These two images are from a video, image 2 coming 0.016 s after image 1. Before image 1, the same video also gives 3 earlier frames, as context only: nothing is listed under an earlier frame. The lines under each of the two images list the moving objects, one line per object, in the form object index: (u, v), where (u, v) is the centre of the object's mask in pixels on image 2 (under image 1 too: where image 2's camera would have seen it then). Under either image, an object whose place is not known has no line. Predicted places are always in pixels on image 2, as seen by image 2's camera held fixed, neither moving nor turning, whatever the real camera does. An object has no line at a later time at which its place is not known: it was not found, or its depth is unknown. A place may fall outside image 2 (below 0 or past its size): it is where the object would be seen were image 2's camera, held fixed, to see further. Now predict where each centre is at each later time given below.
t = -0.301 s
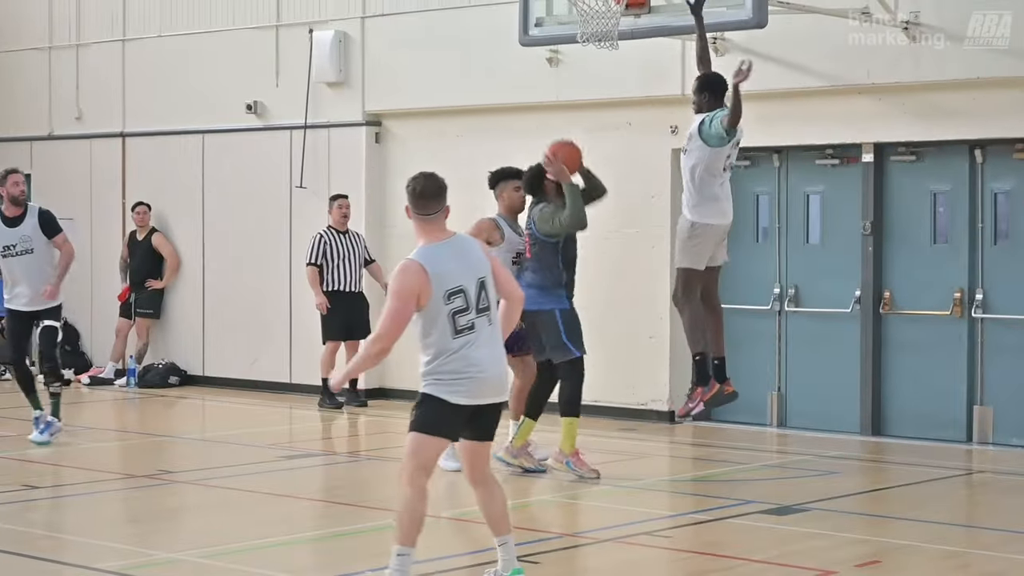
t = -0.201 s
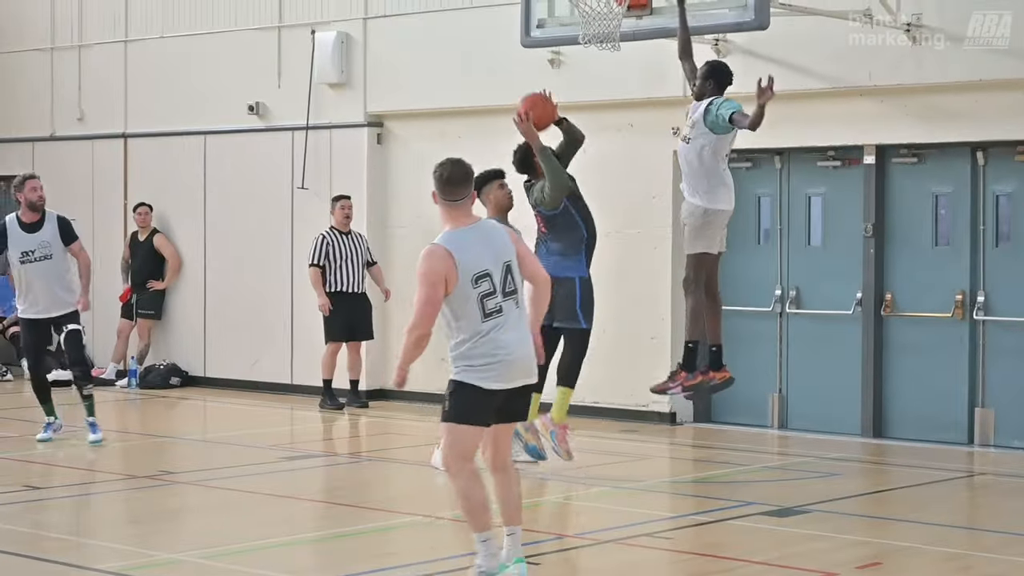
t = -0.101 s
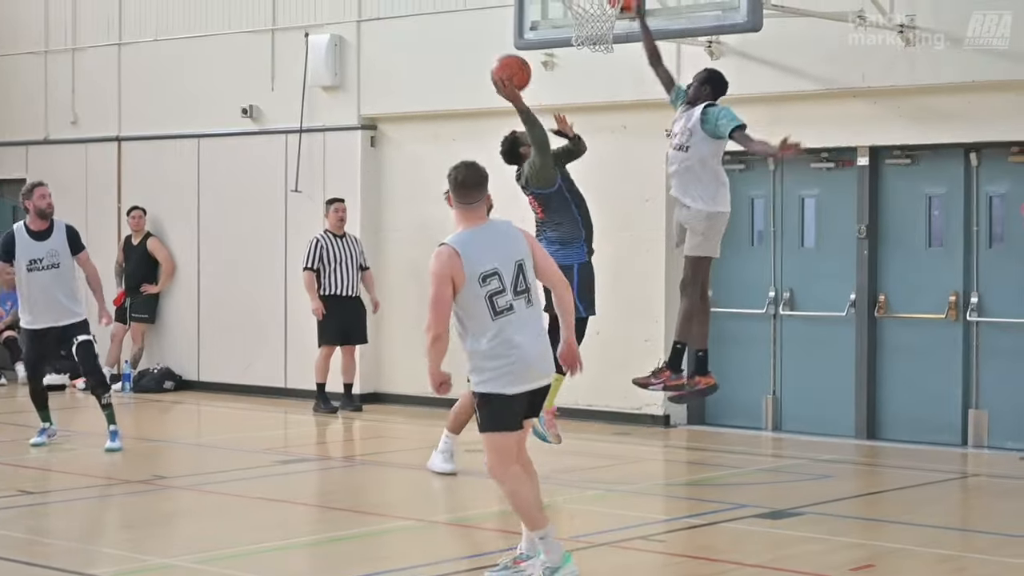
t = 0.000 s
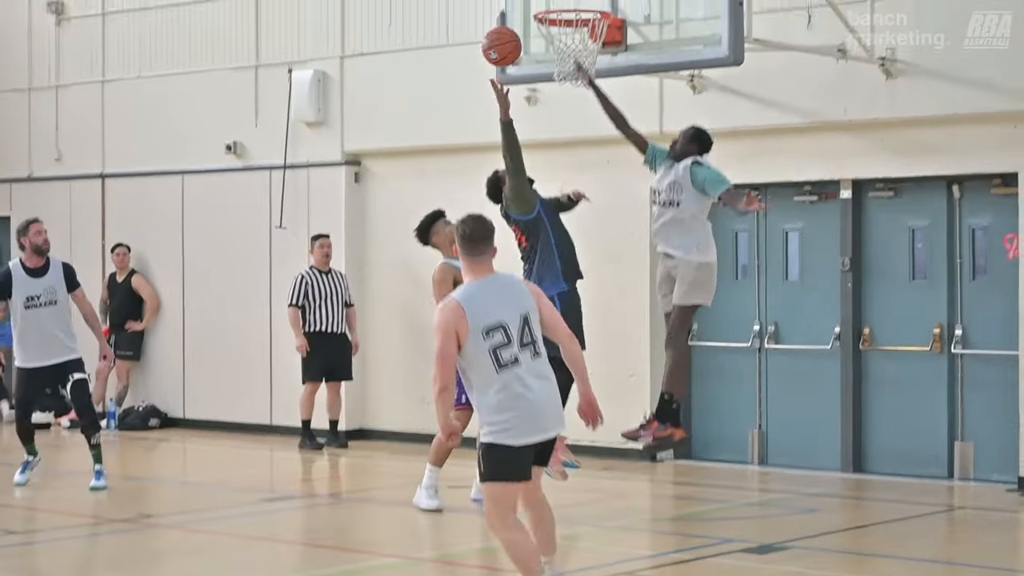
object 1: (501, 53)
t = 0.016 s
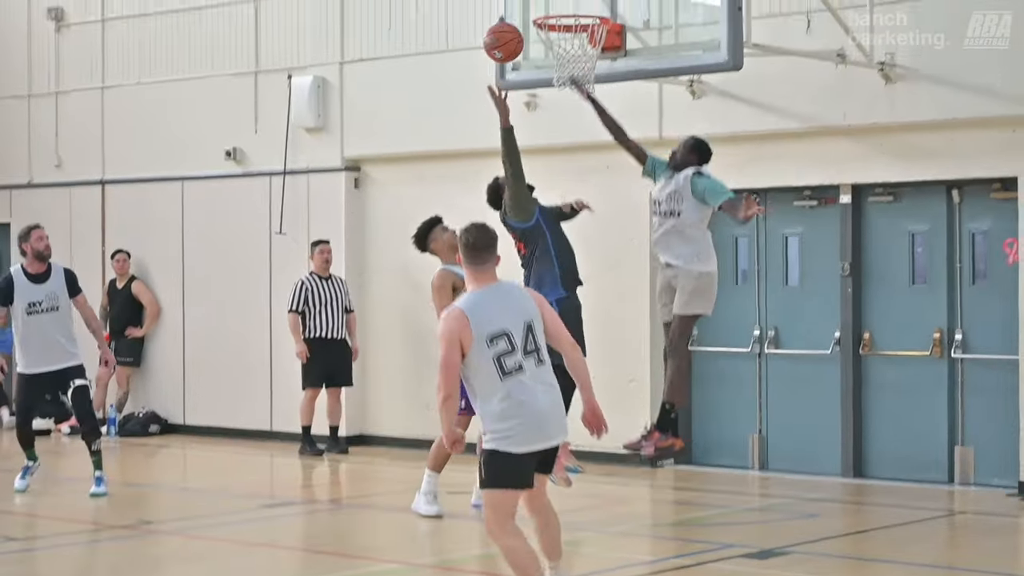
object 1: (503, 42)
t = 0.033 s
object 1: (506, 32)
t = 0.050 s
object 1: (509, 22)
